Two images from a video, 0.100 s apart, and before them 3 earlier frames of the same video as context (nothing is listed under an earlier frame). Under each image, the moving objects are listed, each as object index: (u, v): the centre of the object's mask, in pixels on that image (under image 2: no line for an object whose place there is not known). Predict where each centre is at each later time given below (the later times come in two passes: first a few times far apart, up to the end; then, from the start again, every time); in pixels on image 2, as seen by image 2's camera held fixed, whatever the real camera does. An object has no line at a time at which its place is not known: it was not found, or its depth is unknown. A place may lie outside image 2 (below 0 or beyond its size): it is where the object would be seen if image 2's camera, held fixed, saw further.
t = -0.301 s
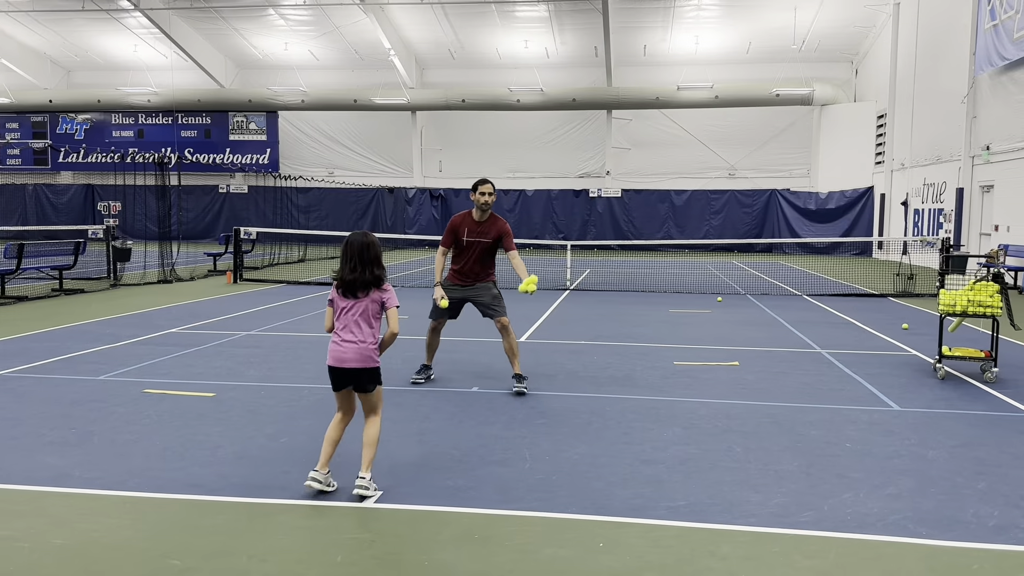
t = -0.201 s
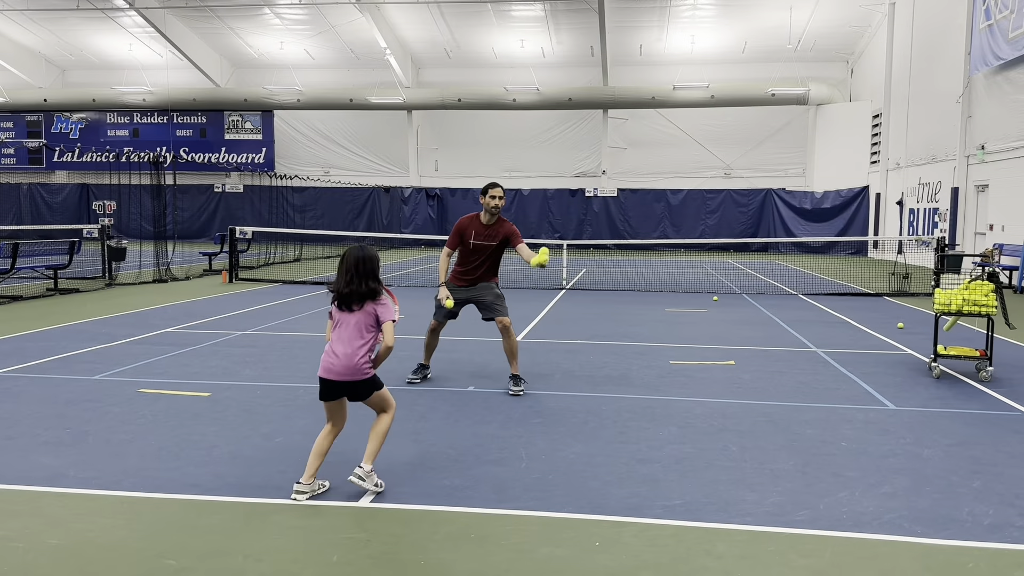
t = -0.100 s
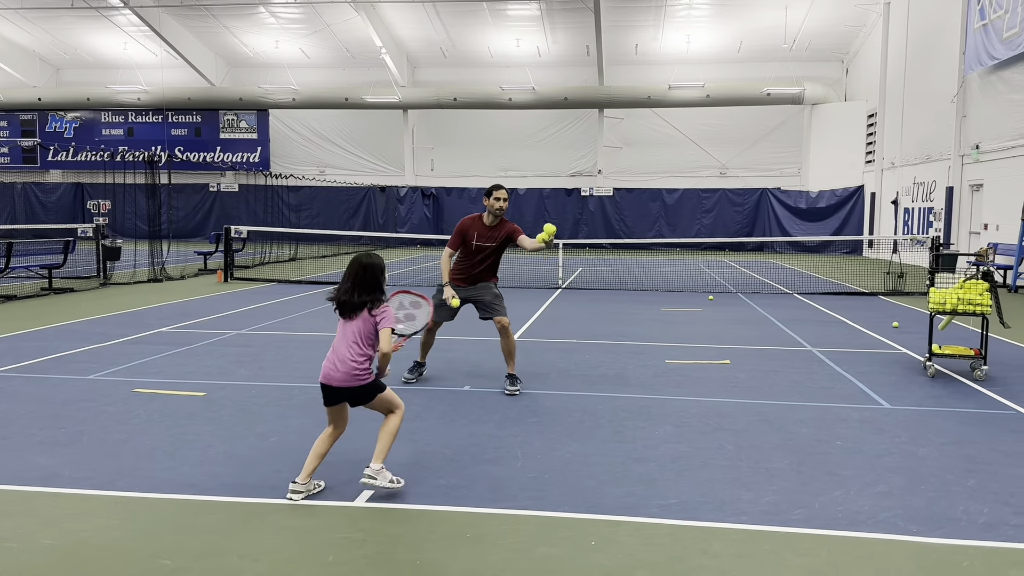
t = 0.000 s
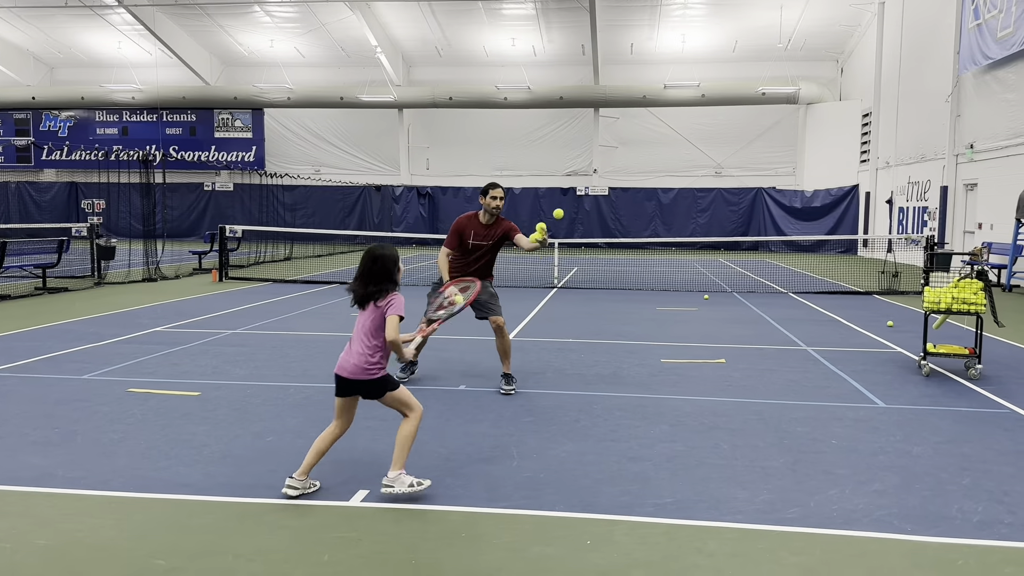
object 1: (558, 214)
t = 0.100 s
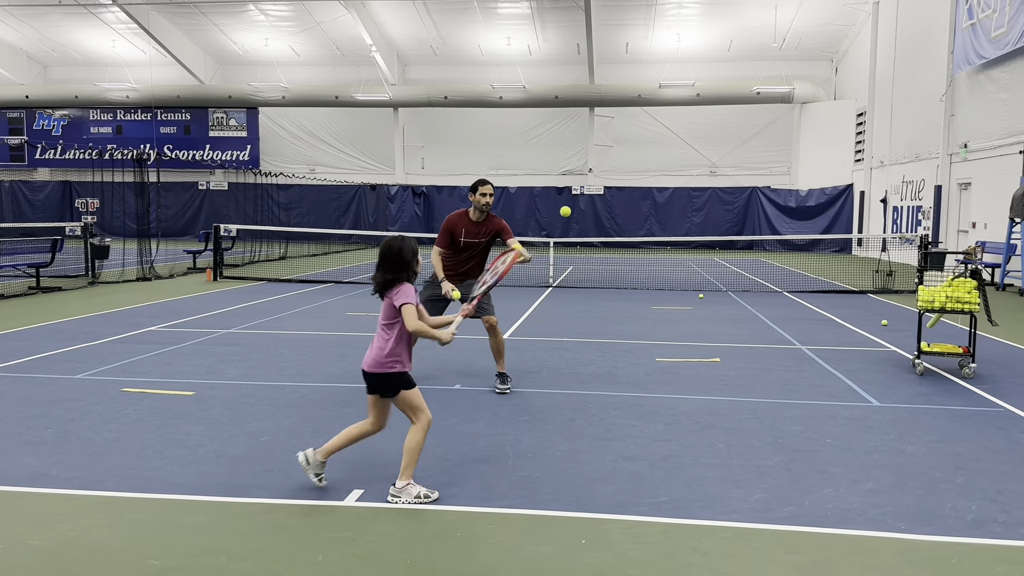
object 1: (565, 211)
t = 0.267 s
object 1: (584, 243)
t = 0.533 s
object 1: (619, 392)
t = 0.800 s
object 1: (643, 345)
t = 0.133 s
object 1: (569, 214)
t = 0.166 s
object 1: (573, 218)
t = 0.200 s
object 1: (577, 225)
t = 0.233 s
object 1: (581, 233)
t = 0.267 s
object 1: (584, 243)
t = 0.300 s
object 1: (589, 255)
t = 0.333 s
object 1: (594, 269)
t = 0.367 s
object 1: (597, 284)
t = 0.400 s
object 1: (602, 302)
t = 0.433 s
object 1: (605, 321)
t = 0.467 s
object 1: (610, 343)
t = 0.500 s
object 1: (614, 367)
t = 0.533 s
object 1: (619, 392)
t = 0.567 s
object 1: (624, 420)
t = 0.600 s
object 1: (628, 441)
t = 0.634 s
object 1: (630, 420)
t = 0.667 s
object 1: (632, 402)
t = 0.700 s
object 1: (635, 385)
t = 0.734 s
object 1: (637, 370)
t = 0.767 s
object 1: (640, 357)
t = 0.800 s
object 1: (643, 345)
